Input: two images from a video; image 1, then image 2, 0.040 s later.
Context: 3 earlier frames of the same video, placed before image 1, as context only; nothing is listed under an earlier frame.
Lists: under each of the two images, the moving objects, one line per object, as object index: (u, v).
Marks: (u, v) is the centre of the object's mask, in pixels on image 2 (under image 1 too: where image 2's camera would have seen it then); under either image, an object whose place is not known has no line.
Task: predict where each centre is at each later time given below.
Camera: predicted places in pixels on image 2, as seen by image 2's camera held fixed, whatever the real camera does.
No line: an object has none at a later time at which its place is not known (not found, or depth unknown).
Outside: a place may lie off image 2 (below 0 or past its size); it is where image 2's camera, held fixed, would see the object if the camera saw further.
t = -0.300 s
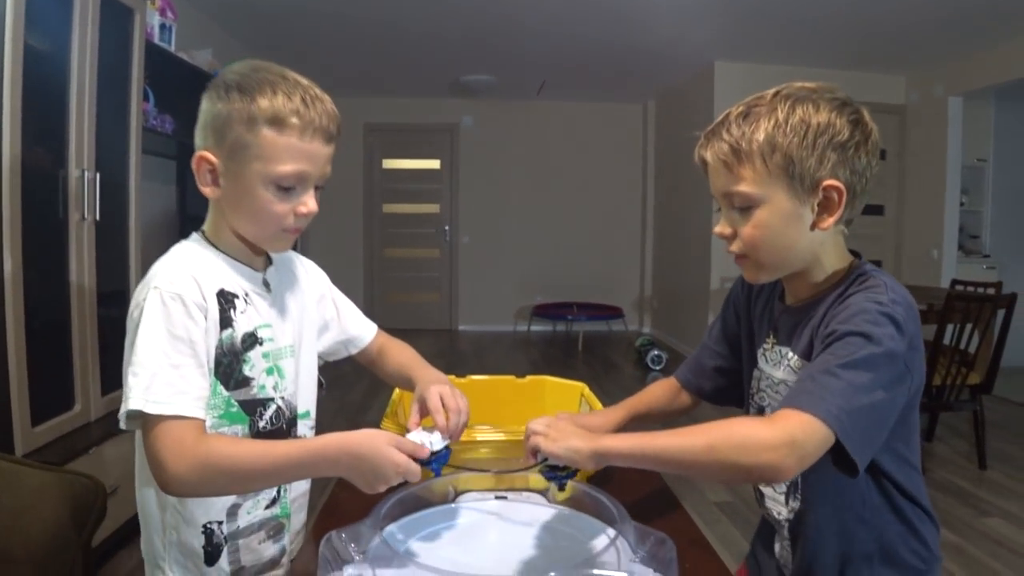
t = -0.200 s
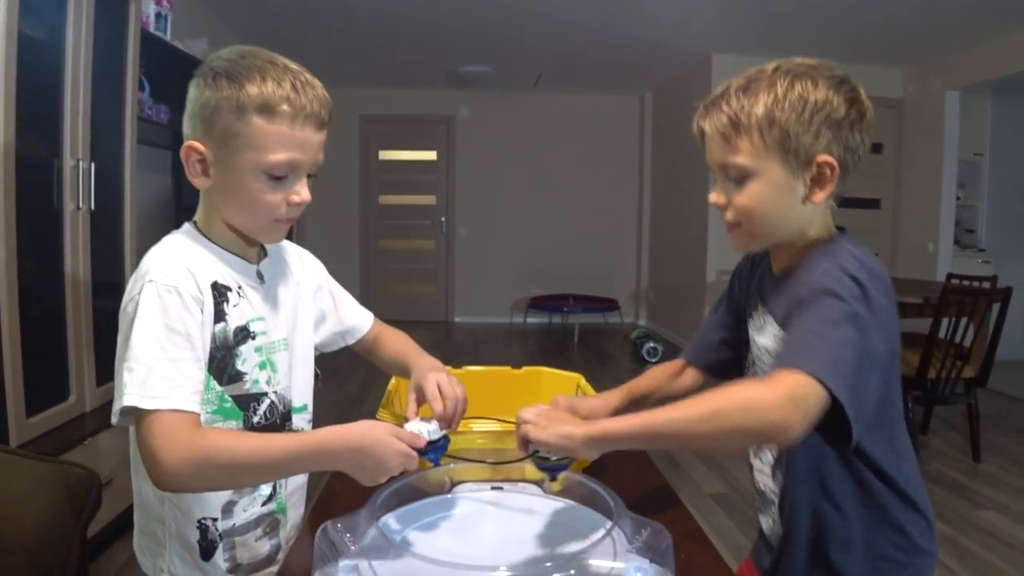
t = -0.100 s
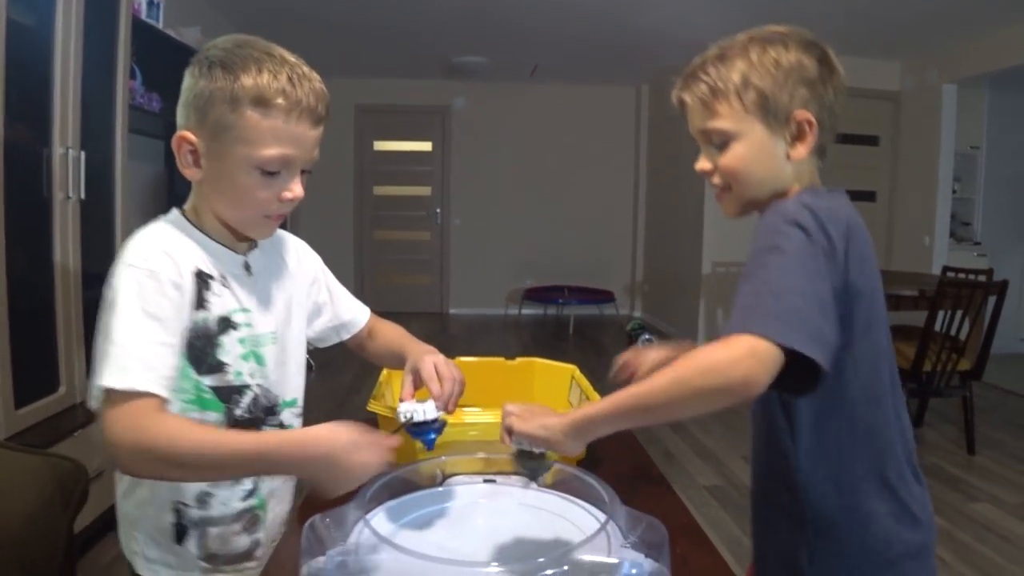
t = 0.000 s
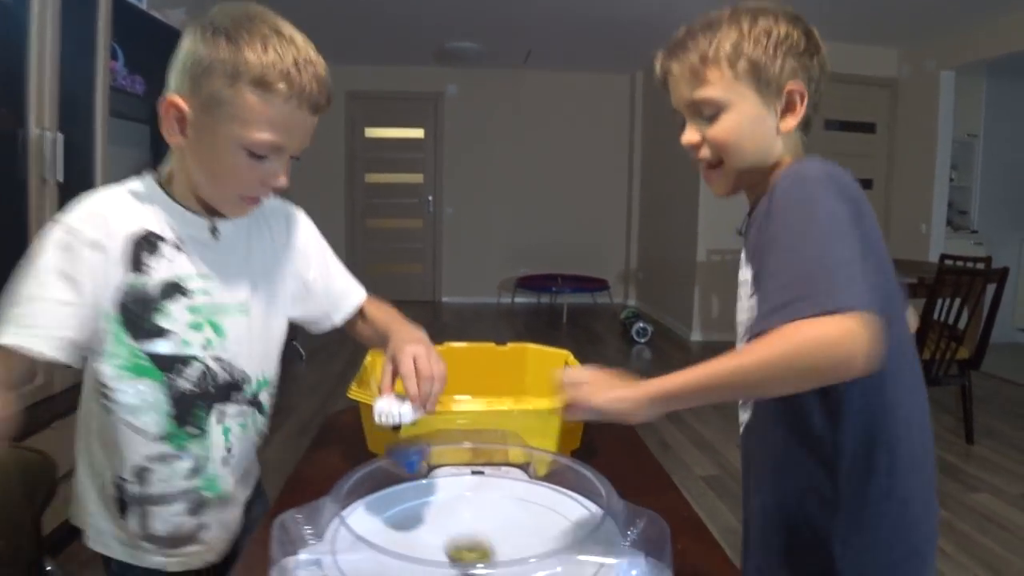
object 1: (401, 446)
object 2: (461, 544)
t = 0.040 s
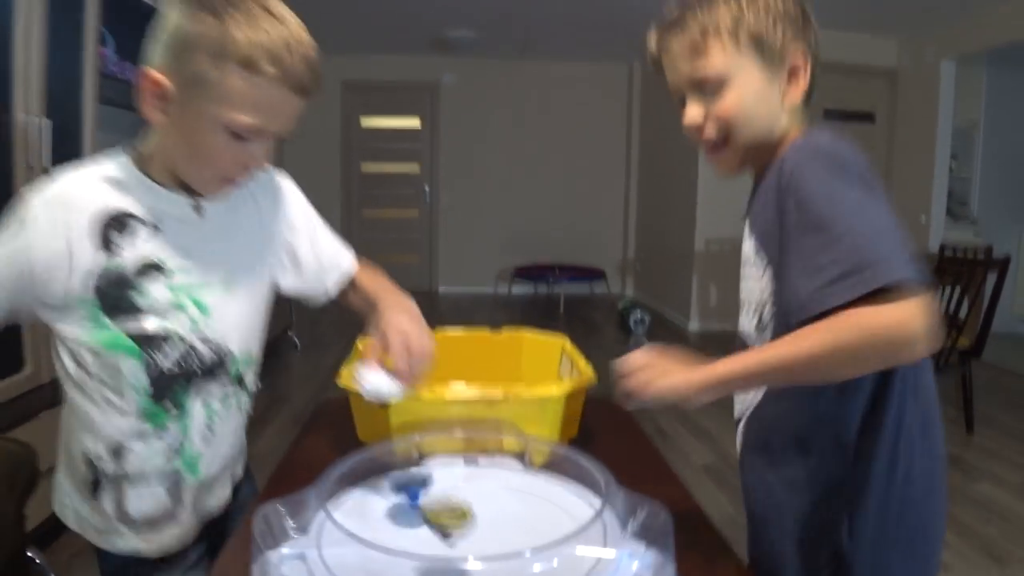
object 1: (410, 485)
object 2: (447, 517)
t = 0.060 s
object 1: (411, 509)
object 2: (434, 507)
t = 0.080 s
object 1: (429, 484)
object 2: (431, 502)
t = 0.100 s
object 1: (444, 482)
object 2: (424, 498)
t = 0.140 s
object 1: (454, 489)
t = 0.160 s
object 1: (463, 494)
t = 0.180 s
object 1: (472, 502)
